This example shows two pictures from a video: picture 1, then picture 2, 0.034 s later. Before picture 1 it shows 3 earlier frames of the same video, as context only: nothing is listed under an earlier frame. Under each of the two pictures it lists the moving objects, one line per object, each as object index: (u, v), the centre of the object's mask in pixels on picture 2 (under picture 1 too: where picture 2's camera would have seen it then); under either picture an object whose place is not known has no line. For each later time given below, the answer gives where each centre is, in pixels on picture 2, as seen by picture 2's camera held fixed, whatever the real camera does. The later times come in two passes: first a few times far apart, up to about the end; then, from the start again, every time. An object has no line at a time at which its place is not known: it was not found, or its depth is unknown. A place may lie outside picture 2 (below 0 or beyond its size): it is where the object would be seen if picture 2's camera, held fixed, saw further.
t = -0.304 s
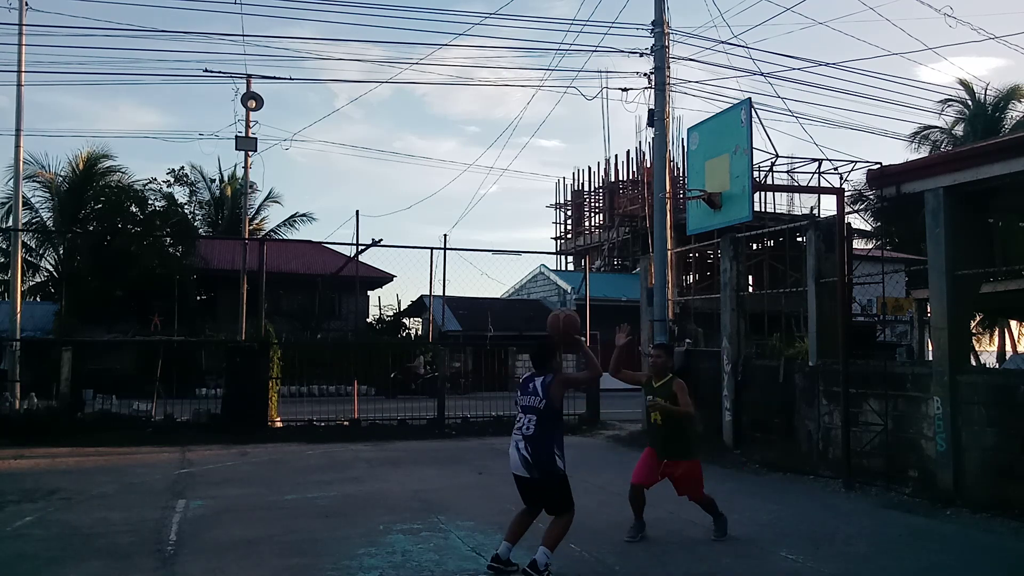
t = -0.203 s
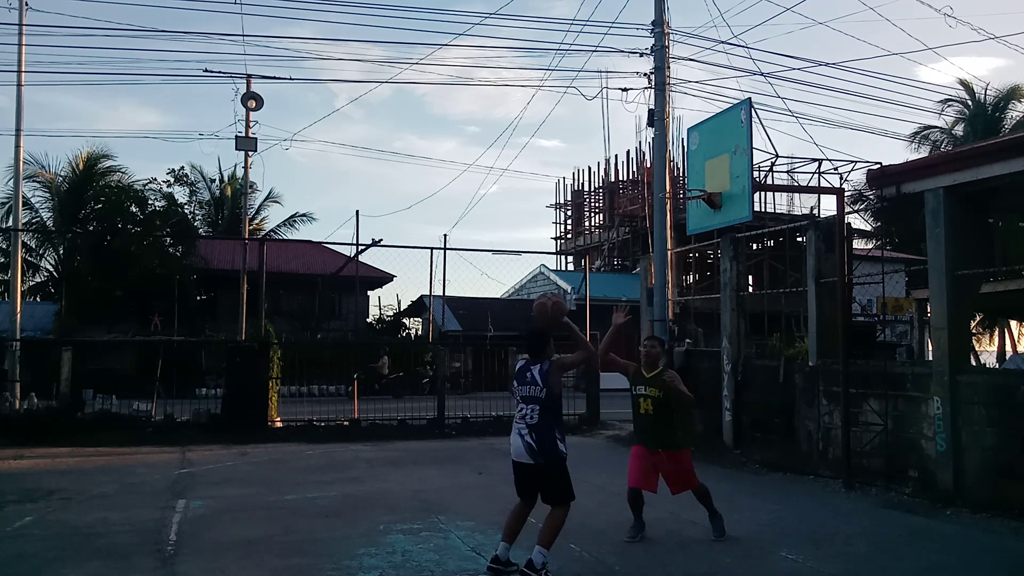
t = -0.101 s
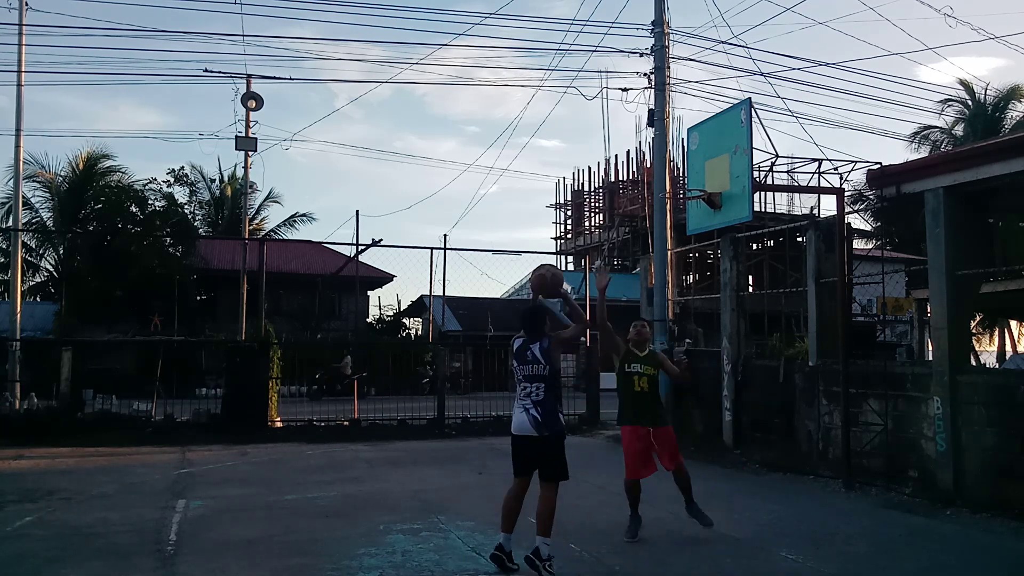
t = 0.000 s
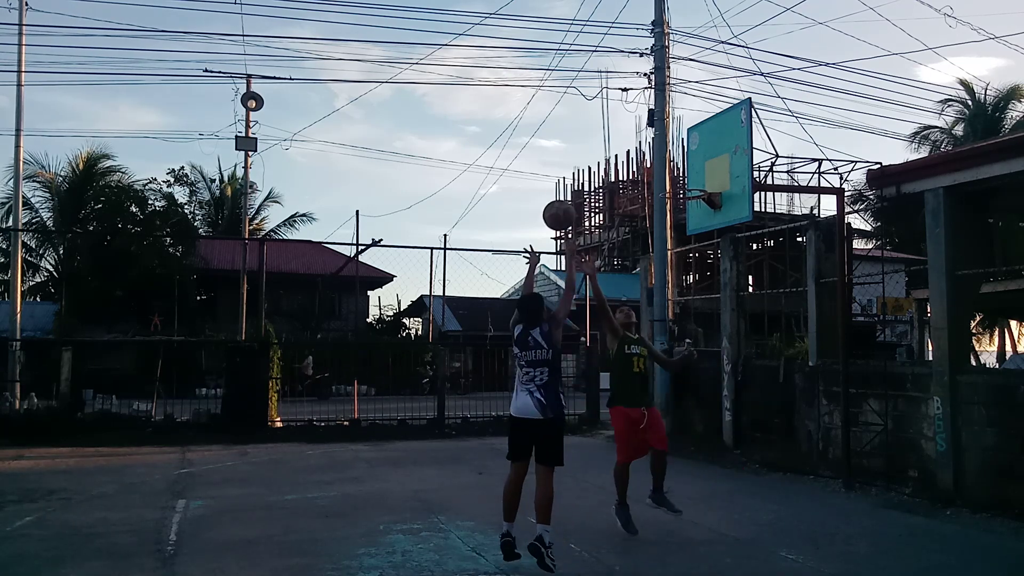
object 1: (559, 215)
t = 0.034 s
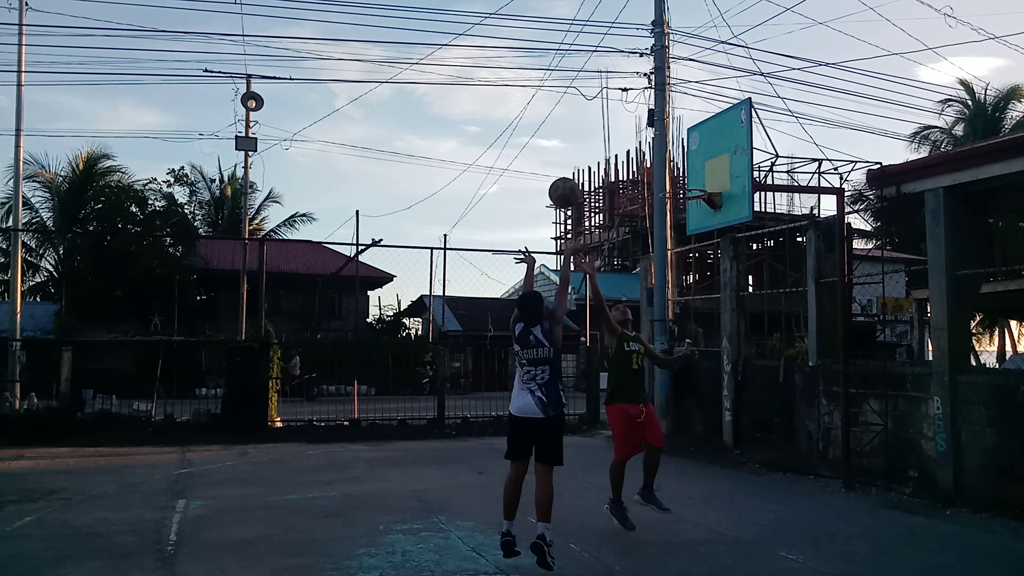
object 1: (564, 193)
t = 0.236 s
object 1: (595, 96)
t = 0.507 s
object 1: (628, 55)
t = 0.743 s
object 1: (652, 85)
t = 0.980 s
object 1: (673, 166)
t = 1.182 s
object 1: (660, 189)
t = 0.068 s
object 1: (570, 172)
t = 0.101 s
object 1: (575, 153)
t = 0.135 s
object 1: (580, 136)
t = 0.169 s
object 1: (585, 121)
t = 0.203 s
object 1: (590, 108)
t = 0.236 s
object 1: (595, 96)
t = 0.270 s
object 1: (600, 86)
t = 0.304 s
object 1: (604, 77)
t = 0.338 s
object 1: (608, 70)
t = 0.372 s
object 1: (612, 64)
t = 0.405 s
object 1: (616, 60)
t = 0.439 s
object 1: (620, 57)
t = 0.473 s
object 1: (624, 55)
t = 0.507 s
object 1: (628, 55)
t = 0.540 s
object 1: (632, 56)
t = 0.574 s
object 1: (635, 58)
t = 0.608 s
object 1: (639, 61)
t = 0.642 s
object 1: (642, 65)
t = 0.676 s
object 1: (645, 71)
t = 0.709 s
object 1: (649, 78)
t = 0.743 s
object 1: (652, 85)
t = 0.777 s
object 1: (655, 94)
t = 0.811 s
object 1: (658, 103)
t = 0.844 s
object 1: (660, 115)
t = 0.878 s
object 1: (663, 125)
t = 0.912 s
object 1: (667, 138)
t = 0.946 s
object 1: (670, 152)
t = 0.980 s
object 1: (673, 166)
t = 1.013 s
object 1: (675, 181)
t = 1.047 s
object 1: (674, 182)
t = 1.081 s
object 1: (671, 182)
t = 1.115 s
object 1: (667, 184)
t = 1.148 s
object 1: (665, 185)
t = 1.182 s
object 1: (660, 189)
